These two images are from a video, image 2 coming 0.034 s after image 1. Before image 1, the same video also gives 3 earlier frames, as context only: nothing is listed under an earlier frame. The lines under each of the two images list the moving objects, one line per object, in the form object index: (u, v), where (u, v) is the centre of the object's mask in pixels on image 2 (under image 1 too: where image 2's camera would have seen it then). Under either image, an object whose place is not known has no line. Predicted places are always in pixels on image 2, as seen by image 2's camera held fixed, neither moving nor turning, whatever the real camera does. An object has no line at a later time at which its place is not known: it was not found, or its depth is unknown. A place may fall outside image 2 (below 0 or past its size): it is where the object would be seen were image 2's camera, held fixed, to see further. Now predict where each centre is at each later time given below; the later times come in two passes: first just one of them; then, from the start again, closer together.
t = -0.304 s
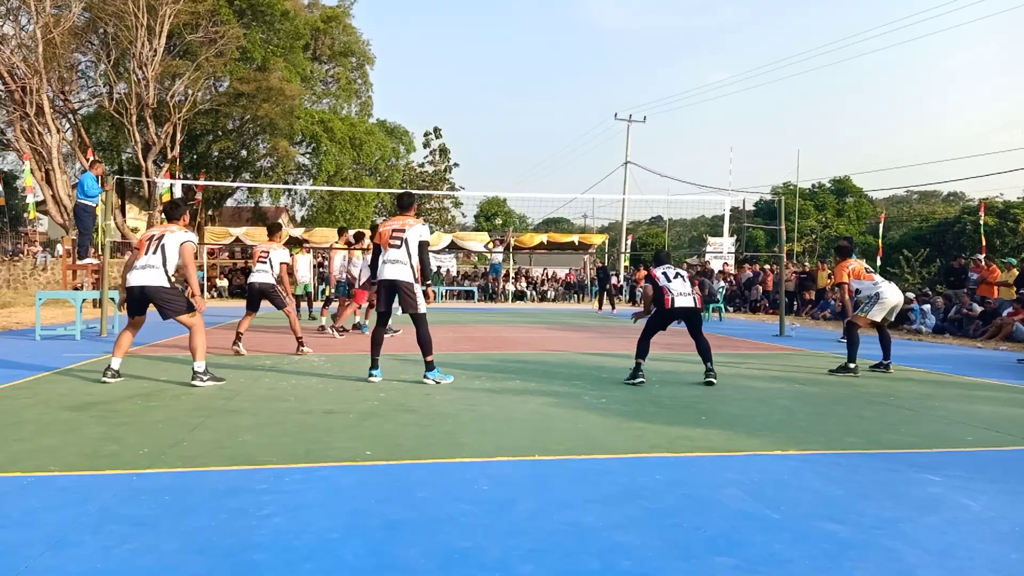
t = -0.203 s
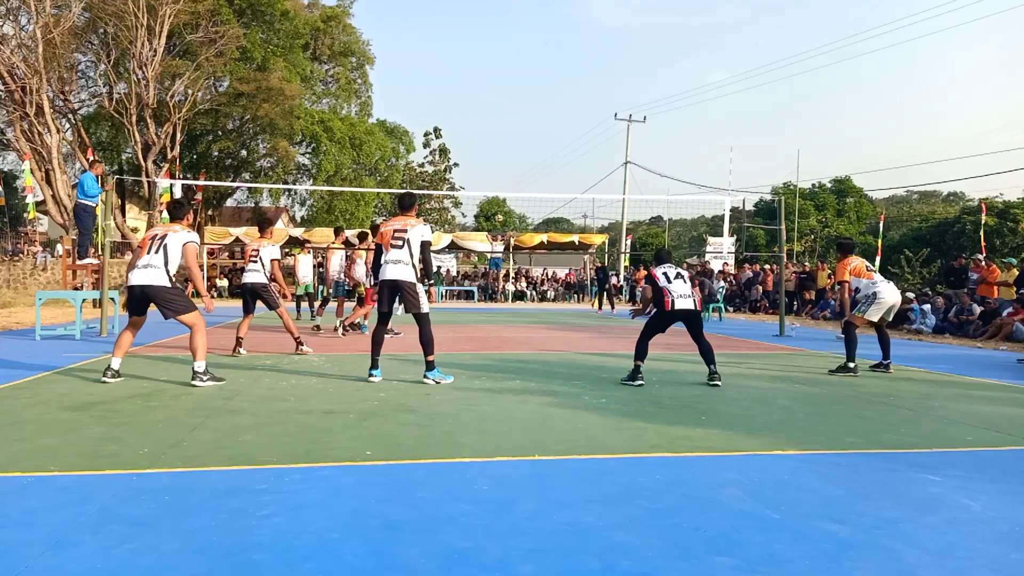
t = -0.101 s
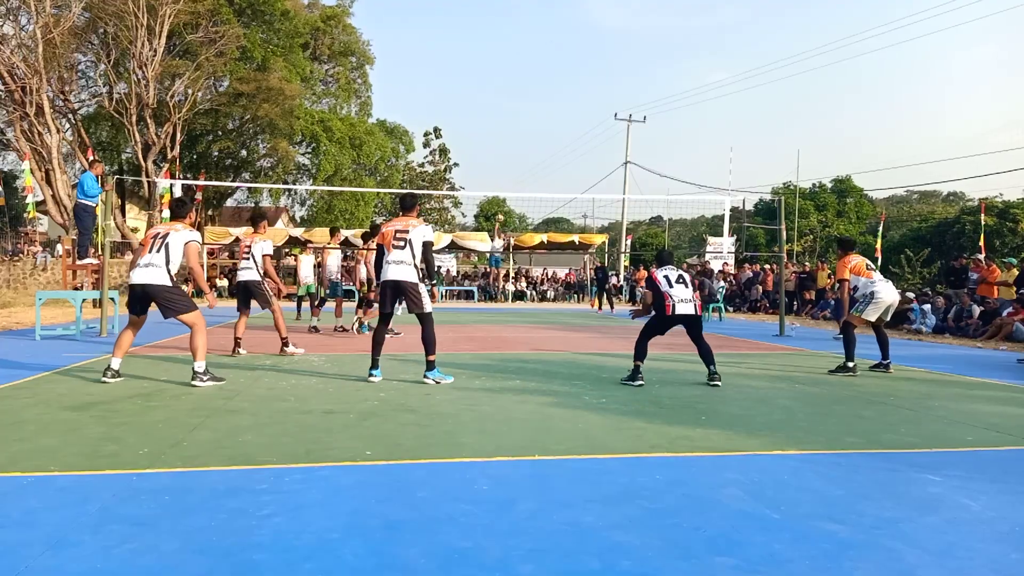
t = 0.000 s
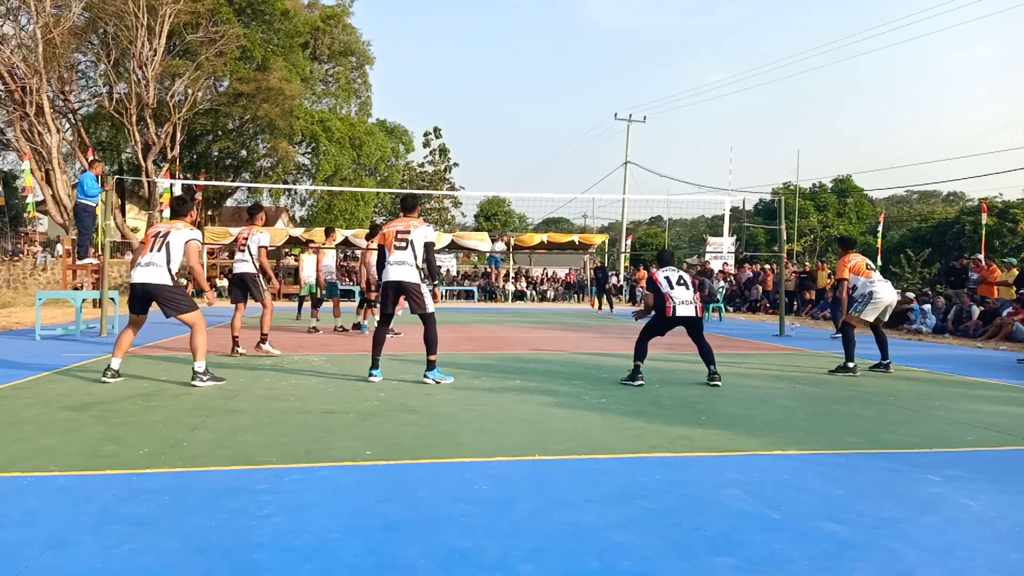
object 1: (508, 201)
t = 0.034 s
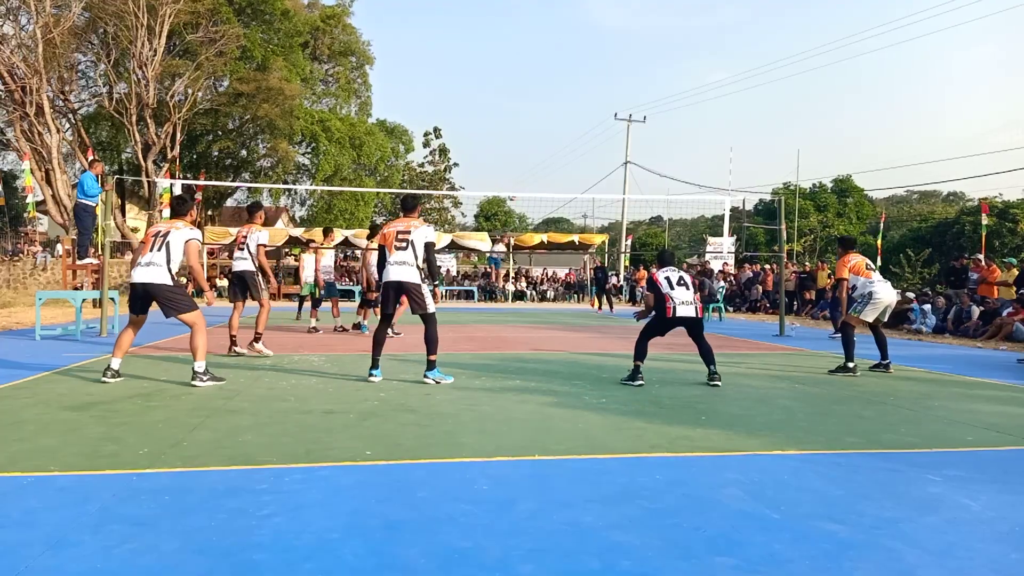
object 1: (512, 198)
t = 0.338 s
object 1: (553, 160)
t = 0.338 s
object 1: (553, 160)
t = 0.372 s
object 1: (558, 157)
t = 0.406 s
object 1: (564, 154)
